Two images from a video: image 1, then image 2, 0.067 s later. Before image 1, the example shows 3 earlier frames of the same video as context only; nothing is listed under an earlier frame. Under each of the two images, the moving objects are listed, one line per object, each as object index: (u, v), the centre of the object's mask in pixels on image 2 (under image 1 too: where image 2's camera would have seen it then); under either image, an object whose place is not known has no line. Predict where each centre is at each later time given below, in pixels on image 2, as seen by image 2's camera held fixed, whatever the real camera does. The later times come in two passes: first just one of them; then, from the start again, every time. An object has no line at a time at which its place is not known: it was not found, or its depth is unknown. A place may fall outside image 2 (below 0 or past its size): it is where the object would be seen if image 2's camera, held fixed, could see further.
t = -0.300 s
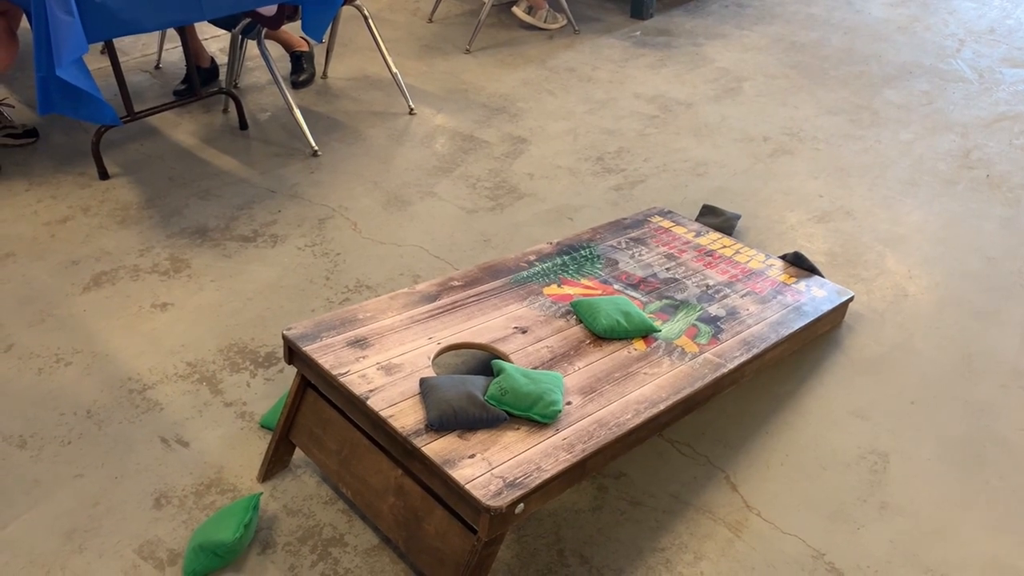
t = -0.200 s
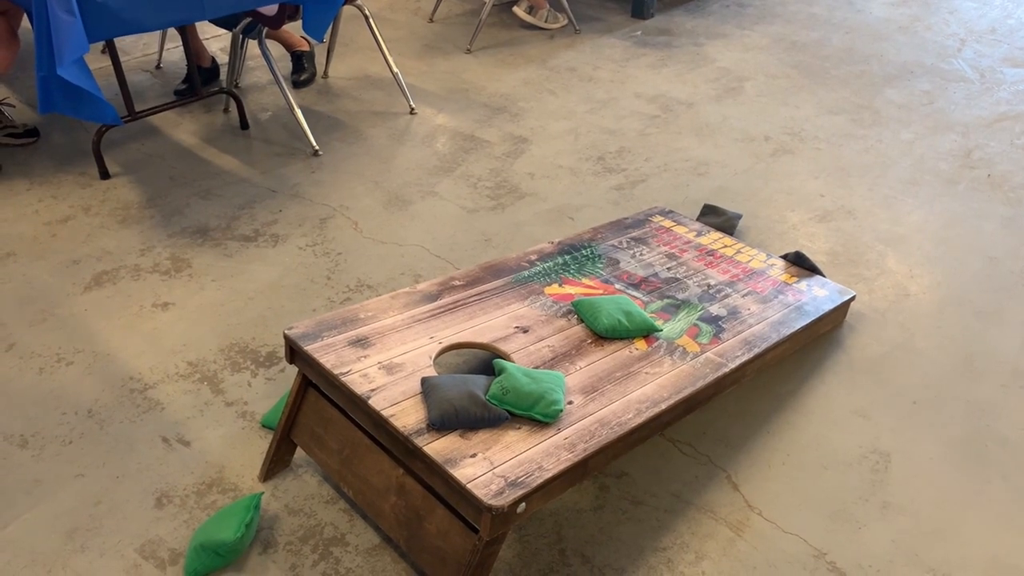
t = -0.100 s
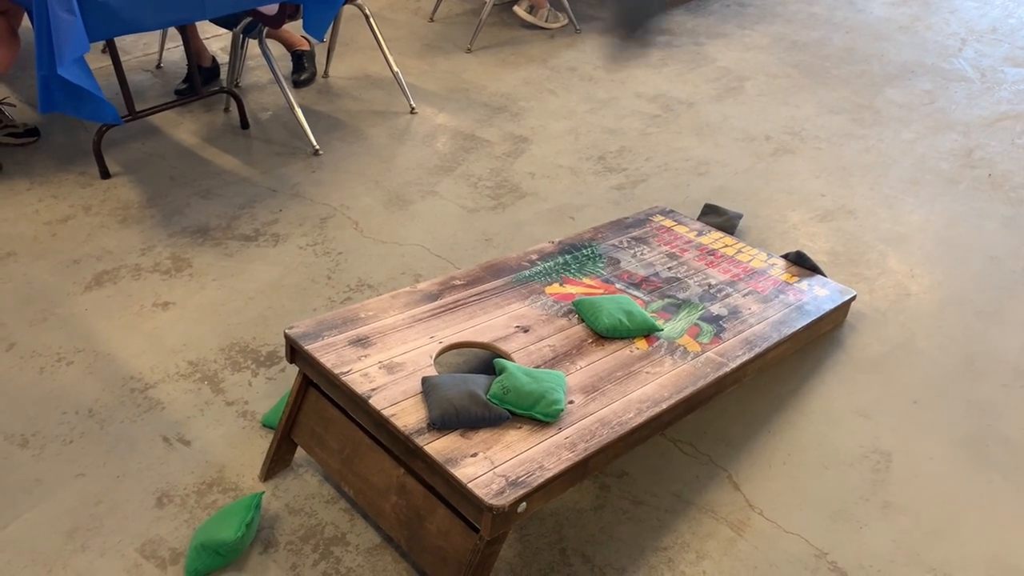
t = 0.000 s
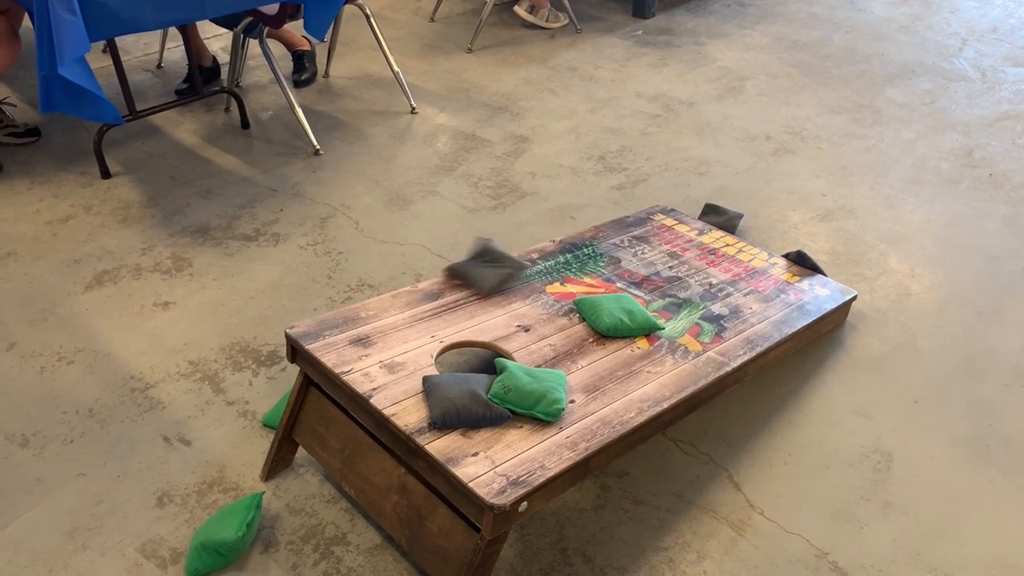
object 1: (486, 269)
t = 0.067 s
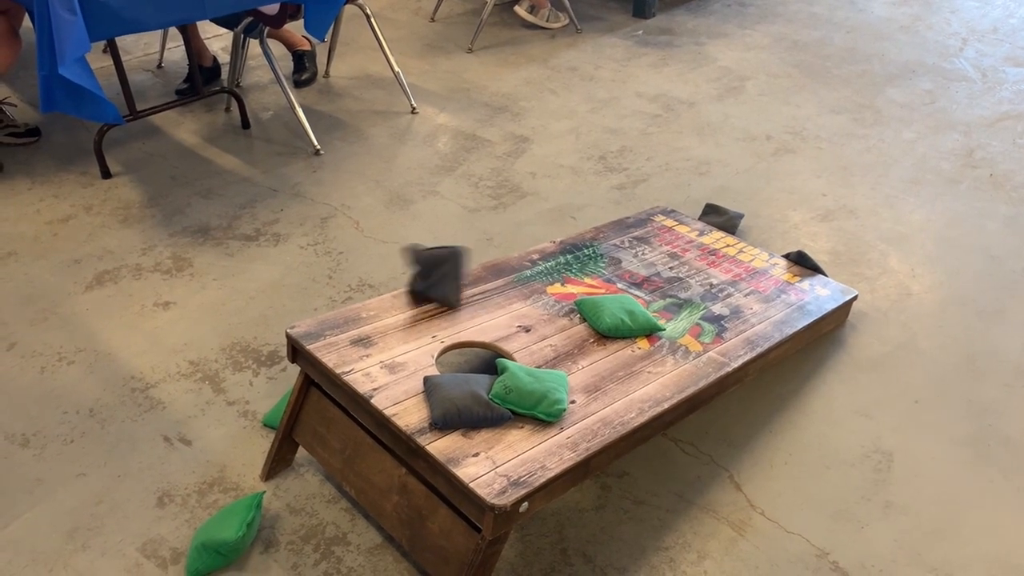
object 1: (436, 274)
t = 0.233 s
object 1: (321, 325)
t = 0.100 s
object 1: (411, 281)
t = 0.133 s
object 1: (385, 291)
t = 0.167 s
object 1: (354, 308)
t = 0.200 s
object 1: (336, 319)
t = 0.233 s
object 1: (321, 325)
